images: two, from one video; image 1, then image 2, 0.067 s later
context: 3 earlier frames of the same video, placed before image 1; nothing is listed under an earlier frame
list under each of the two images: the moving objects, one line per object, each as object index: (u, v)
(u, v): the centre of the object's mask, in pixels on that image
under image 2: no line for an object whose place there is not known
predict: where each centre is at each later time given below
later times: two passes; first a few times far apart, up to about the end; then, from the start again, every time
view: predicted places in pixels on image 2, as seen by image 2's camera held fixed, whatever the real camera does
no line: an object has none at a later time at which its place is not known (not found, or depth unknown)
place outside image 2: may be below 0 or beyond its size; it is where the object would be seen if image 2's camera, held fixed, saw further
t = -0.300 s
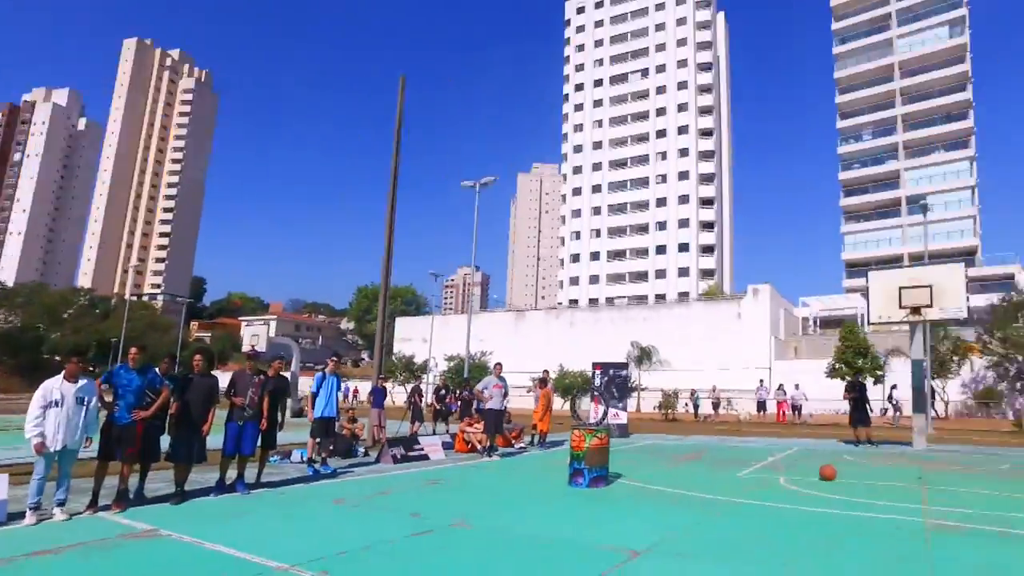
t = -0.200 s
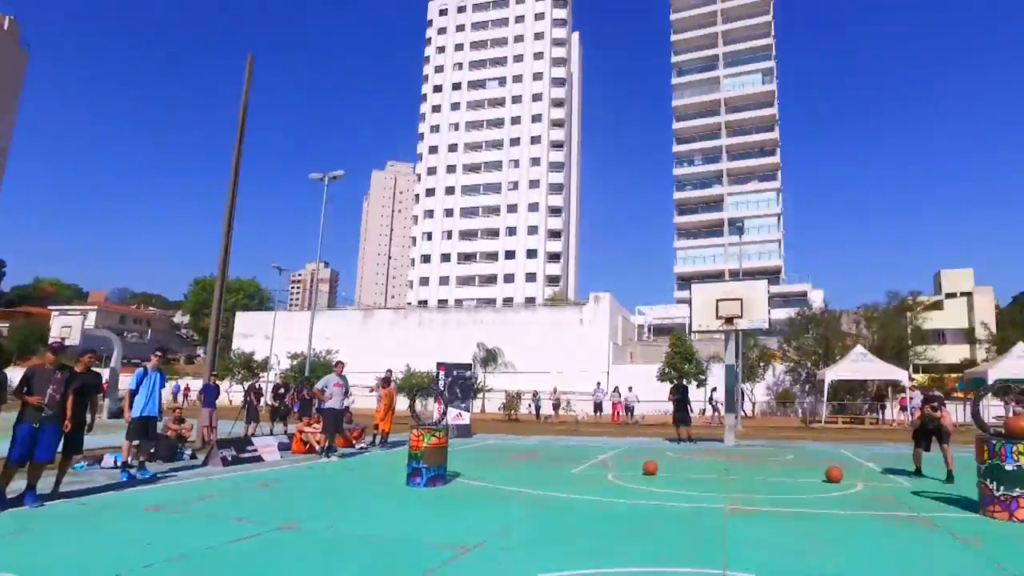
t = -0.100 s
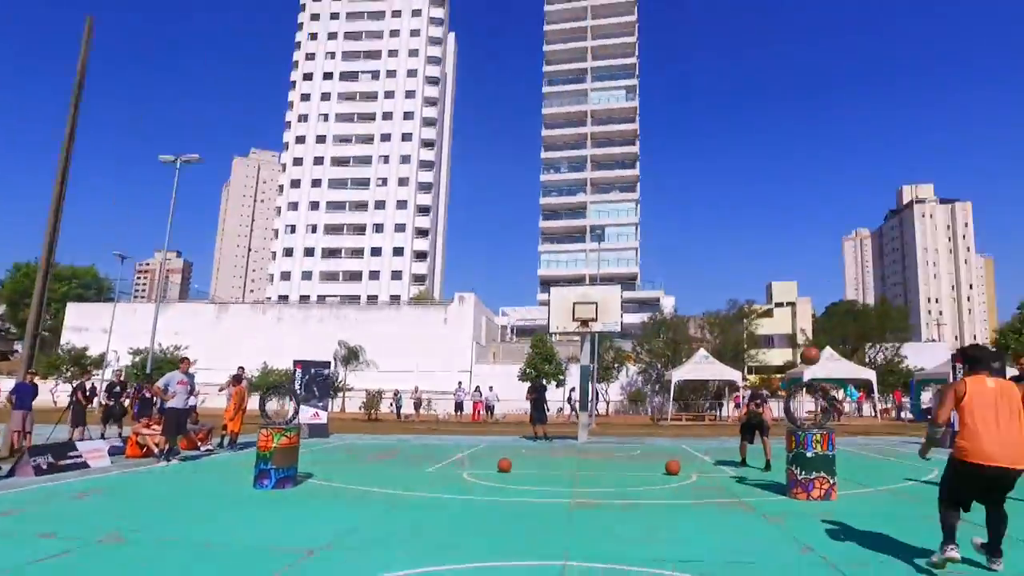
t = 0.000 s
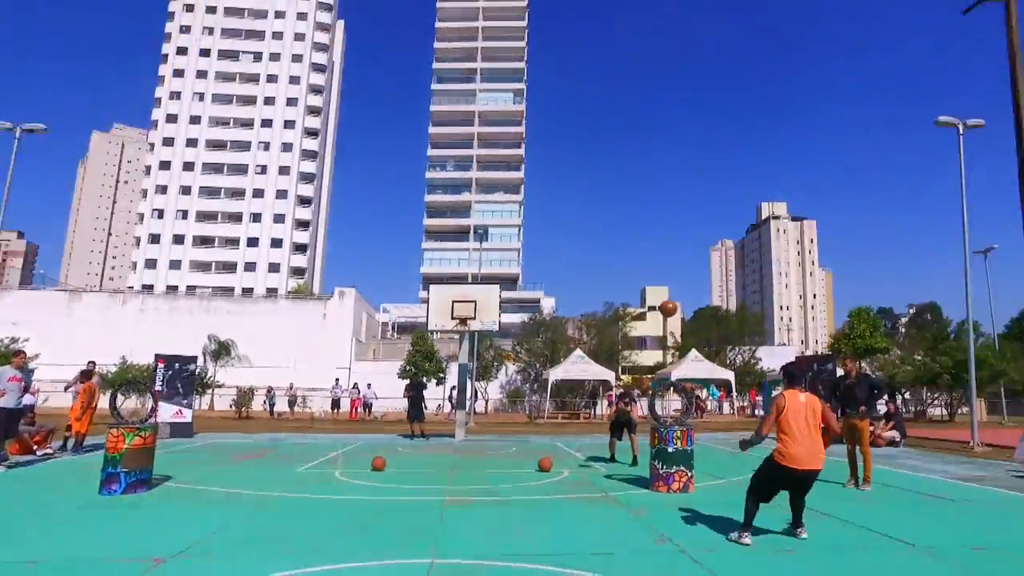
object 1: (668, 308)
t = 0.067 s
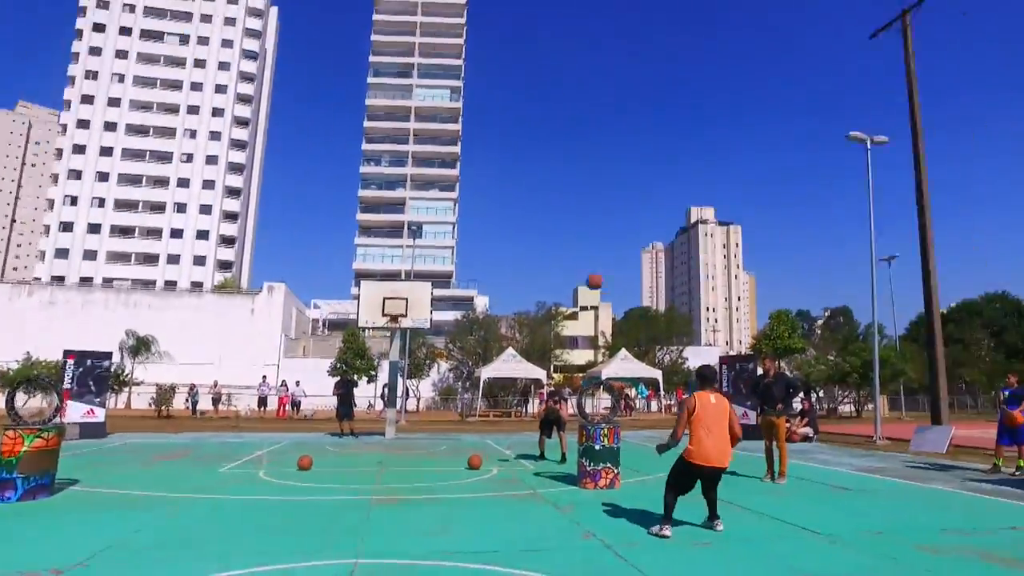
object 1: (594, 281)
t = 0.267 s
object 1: (581, 225)
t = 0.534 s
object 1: (571, 196)
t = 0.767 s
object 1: (563, 207)
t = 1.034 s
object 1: (556, 253)
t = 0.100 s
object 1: (591, 270)
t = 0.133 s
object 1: (589, 259)
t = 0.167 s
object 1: (587, 249)
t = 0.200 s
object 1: (585, 239)
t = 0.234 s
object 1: (583, 232)
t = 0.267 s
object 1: (581, 225)
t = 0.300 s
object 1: (580, 219)
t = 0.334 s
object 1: (578, 214)
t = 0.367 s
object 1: (577, 209)
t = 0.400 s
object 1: (575, 205)
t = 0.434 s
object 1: (574, 202)
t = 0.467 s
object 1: (573, 199)
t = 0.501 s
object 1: (572, 198)
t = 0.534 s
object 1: (571, 196)
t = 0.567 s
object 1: (570, 196)
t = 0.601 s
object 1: (569, 196)
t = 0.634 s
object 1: (567, 197)
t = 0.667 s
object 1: (566, 199)
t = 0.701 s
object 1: (565, 201)
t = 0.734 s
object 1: (564, 203)
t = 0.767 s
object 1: (563, 207)
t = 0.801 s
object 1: (562, 210)
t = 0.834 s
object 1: (561, 215)
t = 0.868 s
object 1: (560, 220)
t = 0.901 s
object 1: (559, 225)
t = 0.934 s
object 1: (559, 231)
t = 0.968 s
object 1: (558, 238)
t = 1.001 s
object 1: (557, 245)
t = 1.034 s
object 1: (556, 253)
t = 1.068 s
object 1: (555, 262)
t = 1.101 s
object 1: (554, 270)
